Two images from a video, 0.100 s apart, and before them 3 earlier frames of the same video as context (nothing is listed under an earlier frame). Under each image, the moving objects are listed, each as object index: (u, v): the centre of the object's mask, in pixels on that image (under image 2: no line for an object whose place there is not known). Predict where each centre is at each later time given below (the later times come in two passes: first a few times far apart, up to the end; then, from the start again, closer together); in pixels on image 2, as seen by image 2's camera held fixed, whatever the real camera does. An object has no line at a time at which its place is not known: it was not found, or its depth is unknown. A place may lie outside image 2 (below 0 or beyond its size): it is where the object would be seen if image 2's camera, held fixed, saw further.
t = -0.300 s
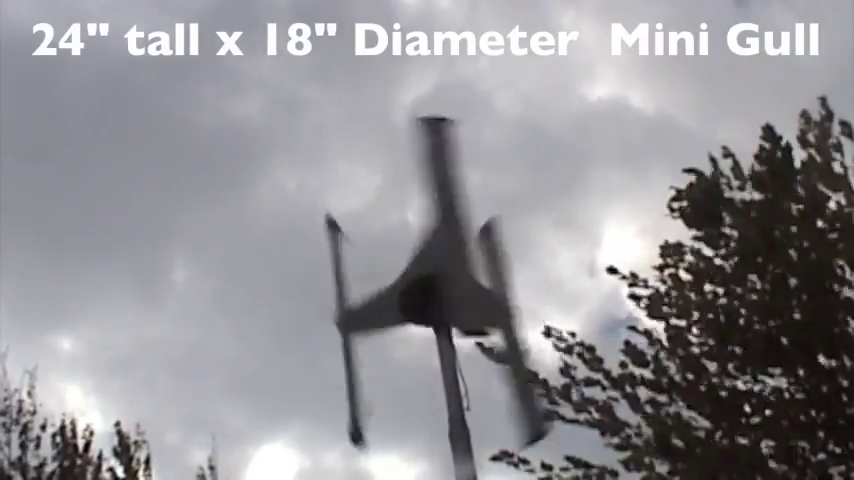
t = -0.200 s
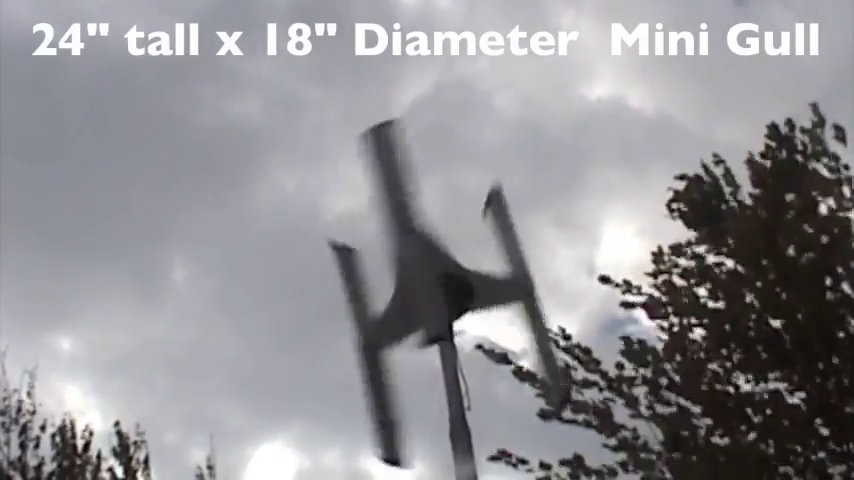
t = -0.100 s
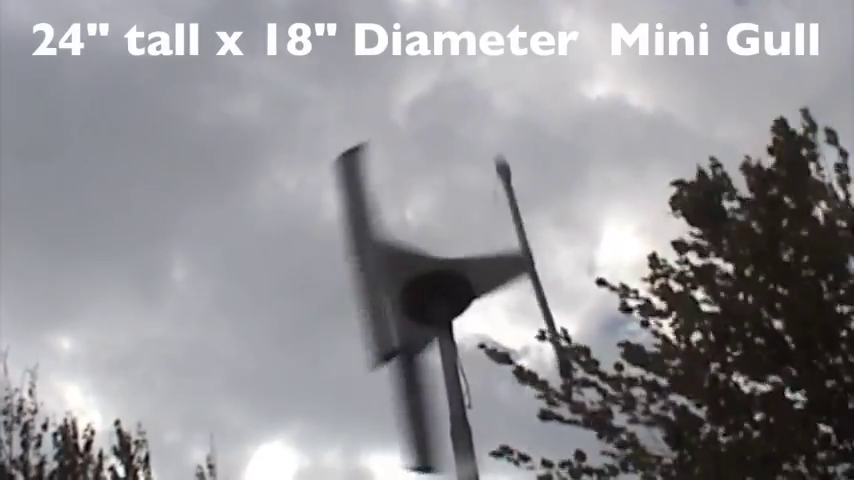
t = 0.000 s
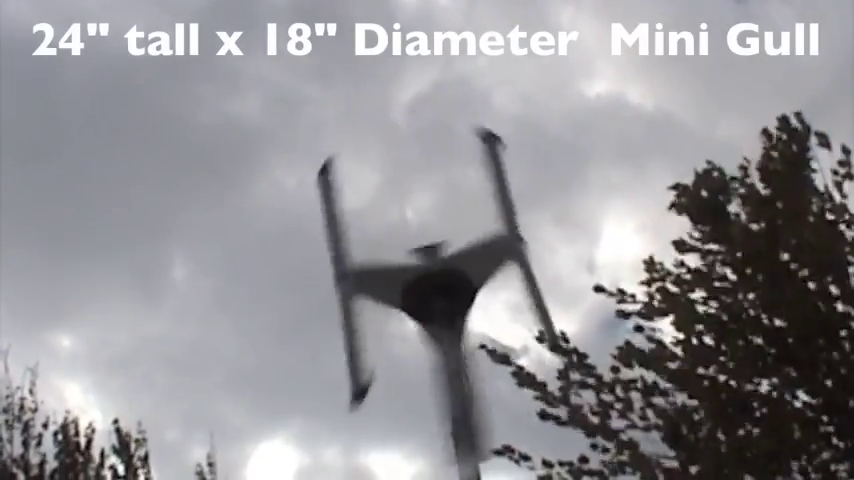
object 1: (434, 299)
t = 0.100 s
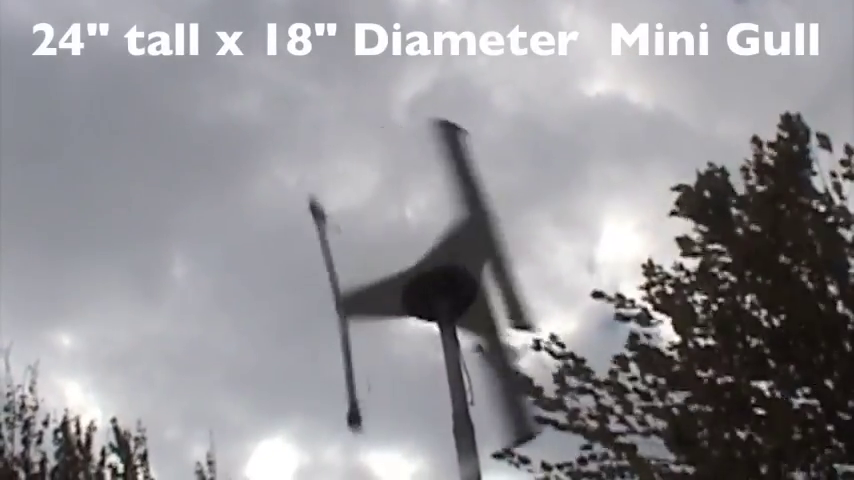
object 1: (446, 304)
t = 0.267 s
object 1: (450, 305)
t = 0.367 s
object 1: (447, 301)
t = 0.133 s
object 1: (432, 299)
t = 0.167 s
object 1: (438, 303)
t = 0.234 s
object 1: (435, 315)
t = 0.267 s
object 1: (450, 305)
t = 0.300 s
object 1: (437, 303)
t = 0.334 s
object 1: (442, 311)
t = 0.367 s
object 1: (447, 301)
